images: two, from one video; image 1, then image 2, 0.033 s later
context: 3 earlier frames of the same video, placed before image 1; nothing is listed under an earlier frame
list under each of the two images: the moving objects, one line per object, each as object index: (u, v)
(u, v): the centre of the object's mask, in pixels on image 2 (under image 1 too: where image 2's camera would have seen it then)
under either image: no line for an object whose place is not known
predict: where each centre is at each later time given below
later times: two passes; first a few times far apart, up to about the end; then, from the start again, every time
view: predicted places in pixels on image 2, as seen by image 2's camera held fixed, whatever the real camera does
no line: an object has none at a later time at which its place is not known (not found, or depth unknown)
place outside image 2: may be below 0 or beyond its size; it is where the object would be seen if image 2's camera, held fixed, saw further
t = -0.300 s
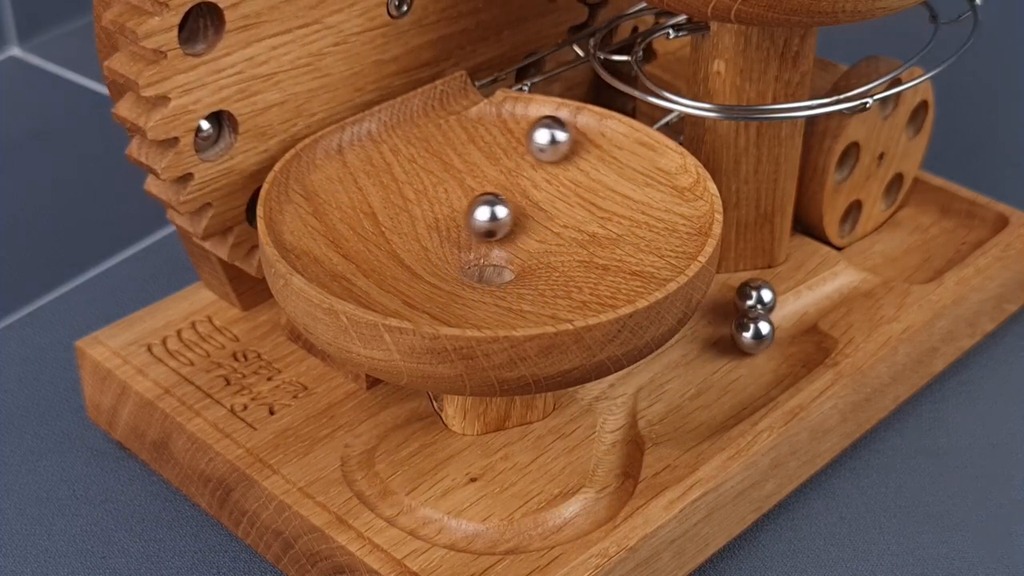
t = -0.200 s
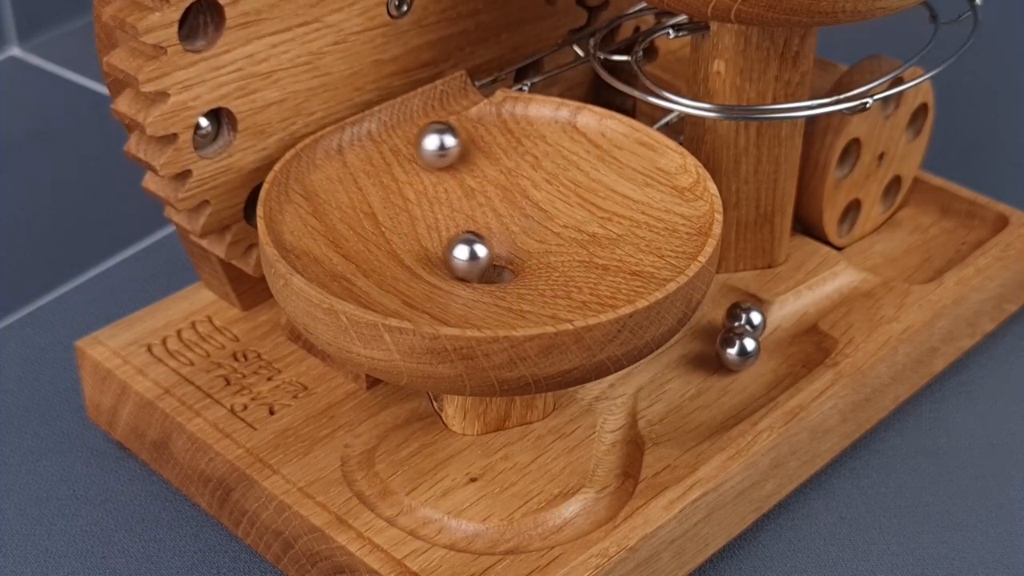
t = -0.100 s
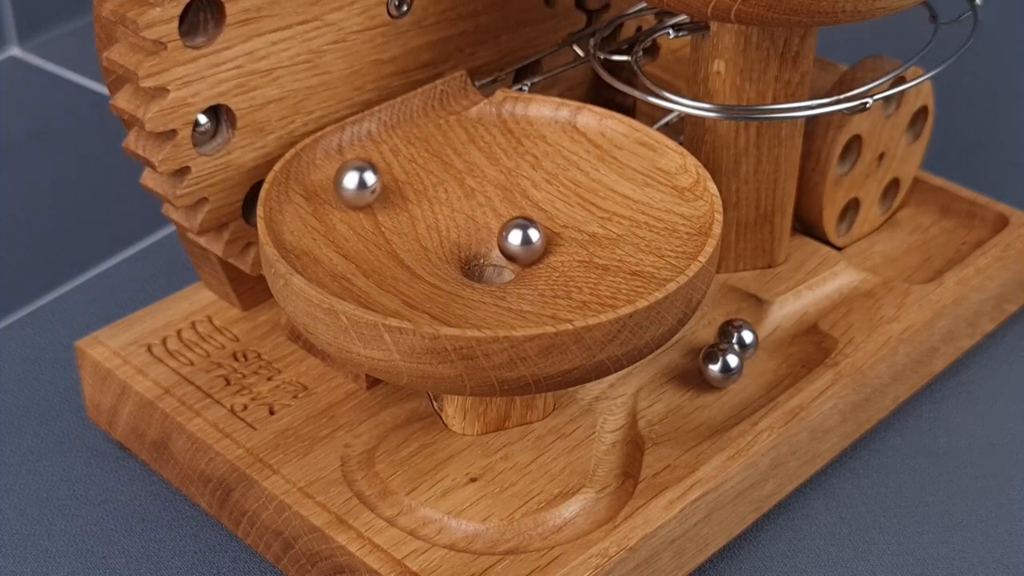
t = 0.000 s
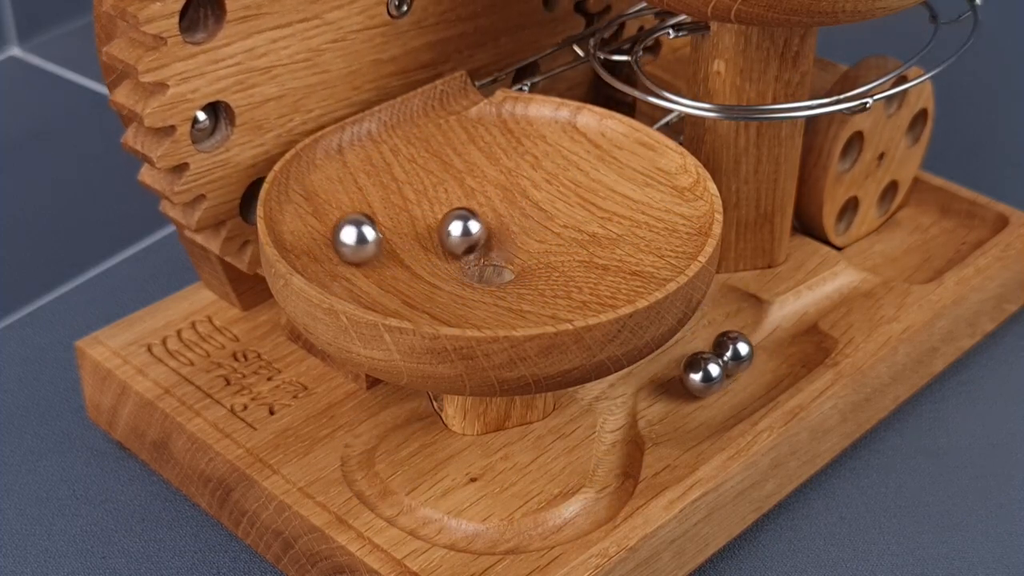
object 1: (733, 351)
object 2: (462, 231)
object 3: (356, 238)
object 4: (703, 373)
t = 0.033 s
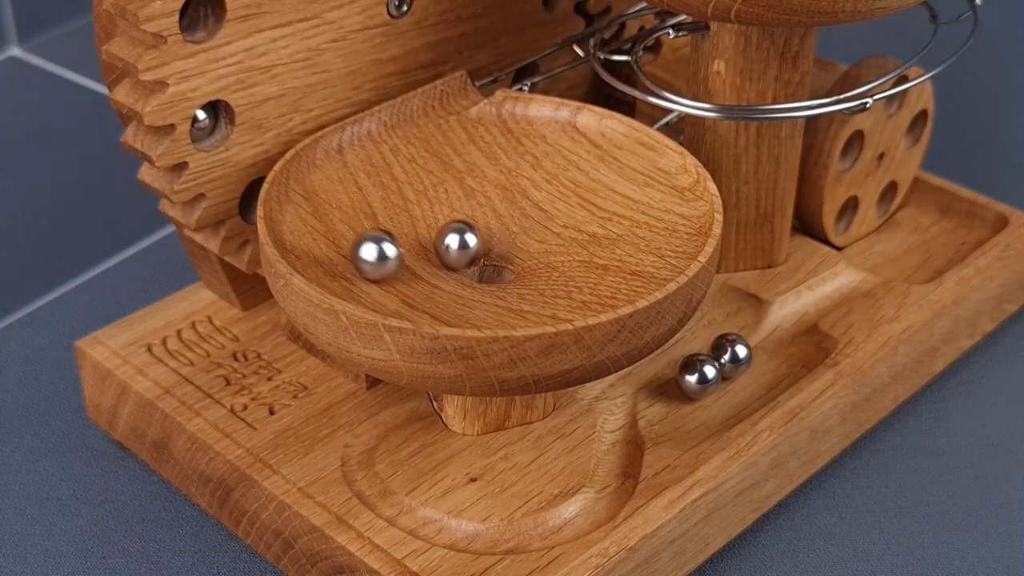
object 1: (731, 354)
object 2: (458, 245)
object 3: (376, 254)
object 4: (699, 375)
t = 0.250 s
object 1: (728, 354)
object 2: (468, 250)
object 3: (597, 228)
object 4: (688, 364)
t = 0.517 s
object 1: (750, 318)
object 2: (482, 244)
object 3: (461, 142)
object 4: (710, 325)
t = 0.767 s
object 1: (780, 312)
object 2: (499, 248)
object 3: (480, 271)
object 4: (727, 314)
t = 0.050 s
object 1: (731, 356)
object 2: (464, 251)
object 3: (391, 262)
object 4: (697, 376)
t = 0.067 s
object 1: (731, 357)
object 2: (476, 257)
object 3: (407, 269)
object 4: (696, 376)
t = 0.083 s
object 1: (730, 358)
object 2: (490, 259)
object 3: (426, 273)
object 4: (695, 377)
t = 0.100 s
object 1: (730, 358)
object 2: (503, 256)
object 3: (447, 277)
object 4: (694, 377)
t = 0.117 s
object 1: (730, 359)
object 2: (511, 249)
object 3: (467, 279)
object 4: (693, 376)
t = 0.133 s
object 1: (729, 359)
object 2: (513, 240)
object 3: (488, 278)
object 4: (692, 376)
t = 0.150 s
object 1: (728, 359)
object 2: (508, 232)
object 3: (508, 278)
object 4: (691, 375)
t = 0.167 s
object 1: (728, 358)
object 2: (499, 228)
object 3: (529, 272)
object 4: (691, 374)
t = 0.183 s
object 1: (727, 357)
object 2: (489, 227)
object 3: (548, 267)
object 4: (690, 372)
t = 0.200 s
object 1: (727, 356)
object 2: (478, 229)
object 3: (564, 259)
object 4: (689, 371)
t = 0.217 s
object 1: (728, 355)
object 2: (470, 233)
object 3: (578, 249)
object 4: (688, 368)
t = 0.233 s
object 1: (728, 355)
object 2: (466, 241)
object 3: (589, 239)
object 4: (688, 367)
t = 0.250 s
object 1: (728, 354)
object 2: (468, 250)
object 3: (597, 228)
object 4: (688, 364)
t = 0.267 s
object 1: (728, 352)
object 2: (480, 258)
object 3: (602, 217)
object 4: (688, 362)
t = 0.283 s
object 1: (729, 350)
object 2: (494, 258)
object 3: (603, 205)
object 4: (688, 360)
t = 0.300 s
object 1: (729, 349)
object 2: (507, 253)
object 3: (602, 195)
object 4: (688, 358)
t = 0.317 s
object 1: (730, 347)
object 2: (511, 246)
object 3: (599, 184)
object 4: (689, 355)
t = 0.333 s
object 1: (731, 344)
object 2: (508, 239)
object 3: (593, 175)
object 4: (689, 353)
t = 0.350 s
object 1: (731, 342)
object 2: (500, 236)
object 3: (586, 166)
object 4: (690, 351)
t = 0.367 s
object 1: (732, 339)
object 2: (489, 235)
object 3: (577, 159)
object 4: (691, 348)
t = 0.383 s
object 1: (733, 337)
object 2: (479, 240)
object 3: (566, 153)
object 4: (693, 346)
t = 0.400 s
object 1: (735, 335)
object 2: (472, 248)
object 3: (555, 147)
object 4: (694, 344)
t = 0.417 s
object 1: (736, 332)
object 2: (478, 256)
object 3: (542, 143)
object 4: (697, 341)
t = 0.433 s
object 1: (739, 329)
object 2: (491, 259)
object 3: (530, 140)
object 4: (699, 338)
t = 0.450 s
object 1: (741, 327)
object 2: (503, 255)
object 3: (516, 138)
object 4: (701, 336)
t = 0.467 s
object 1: (743, 324)
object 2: (507, 249)
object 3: (503, 137)
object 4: (703, 333)
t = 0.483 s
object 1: (745, 322)
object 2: (503, 243)
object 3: (489, 137)
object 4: (705, 330)
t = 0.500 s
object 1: (747, 320)
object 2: (494, 242)
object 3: (476, 139)
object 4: (707, 327)
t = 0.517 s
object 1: (750, 318)
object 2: (482, 244)
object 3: (461, 142)
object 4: (710, 325)
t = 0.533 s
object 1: (753, 315)
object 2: (476, 252)
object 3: (448, 146)
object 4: (712, 322)
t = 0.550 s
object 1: (755, 314)
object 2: (483, 259)
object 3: (435, 151)
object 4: (714, 320)
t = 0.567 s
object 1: (758, 312)
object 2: (496, 259)
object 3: (424, 158)
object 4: (716, 318)
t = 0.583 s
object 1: (761, 312)
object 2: (502, 254)
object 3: (414, 165)
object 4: (718, 316)
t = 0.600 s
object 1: (764, 312)
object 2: (499, 250)
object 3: (406, 175)
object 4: (720, 314)
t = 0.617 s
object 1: (767, 314)
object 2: (488, 248)
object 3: (400, 185)
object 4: (722, 313)
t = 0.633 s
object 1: (772, 318)
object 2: (480, 254)
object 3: (395, 196)
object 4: (725, 312)
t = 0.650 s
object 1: (778, 320)
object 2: (485, 259)
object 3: (395, 207)
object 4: (726, 311)
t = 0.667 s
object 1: (781, 320)
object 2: (496, 259)
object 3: (396, 219)
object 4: (729, 311)
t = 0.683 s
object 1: (782, 319)
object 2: (499, 255)
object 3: (403, 231)
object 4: (732, 311)
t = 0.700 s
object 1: (780, 319)
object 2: (489, 251)
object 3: (411, 243)
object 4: (734, 312)
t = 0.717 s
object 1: (780, 318)
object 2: (481, 256)
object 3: (425, 254)
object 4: (733, 311)
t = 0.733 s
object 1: (778, 316)
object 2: (489, 261)
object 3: (441, 262)
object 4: (730, 312)
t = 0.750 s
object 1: (777, 312)
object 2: (499, 258)
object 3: (459, 268)
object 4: (729, 313)
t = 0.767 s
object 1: (780, 312)
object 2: (499, 248)
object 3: (480, 271)
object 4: (727, 314)
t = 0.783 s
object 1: (785, 315)
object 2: (474, 254)
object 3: (500, 273)
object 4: (726, 315)
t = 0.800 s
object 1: (787, 314)
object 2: (482, 260)
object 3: (518, 271)
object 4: (725, 317)
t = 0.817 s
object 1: (787, 312)
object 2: (488, 261)
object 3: (537, 269)
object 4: (724, 318)
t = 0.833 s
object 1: (788, 309)
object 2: (489, 264)
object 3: (554, 265)
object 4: (723, 320)
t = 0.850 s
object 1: (791, 310)
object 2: (488, 264)
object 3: (568, 259)
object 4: (722, 322)
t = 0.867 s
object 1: (794, 309)
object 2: (489, 265)
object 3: (580, 253)
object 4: (722, 324)
